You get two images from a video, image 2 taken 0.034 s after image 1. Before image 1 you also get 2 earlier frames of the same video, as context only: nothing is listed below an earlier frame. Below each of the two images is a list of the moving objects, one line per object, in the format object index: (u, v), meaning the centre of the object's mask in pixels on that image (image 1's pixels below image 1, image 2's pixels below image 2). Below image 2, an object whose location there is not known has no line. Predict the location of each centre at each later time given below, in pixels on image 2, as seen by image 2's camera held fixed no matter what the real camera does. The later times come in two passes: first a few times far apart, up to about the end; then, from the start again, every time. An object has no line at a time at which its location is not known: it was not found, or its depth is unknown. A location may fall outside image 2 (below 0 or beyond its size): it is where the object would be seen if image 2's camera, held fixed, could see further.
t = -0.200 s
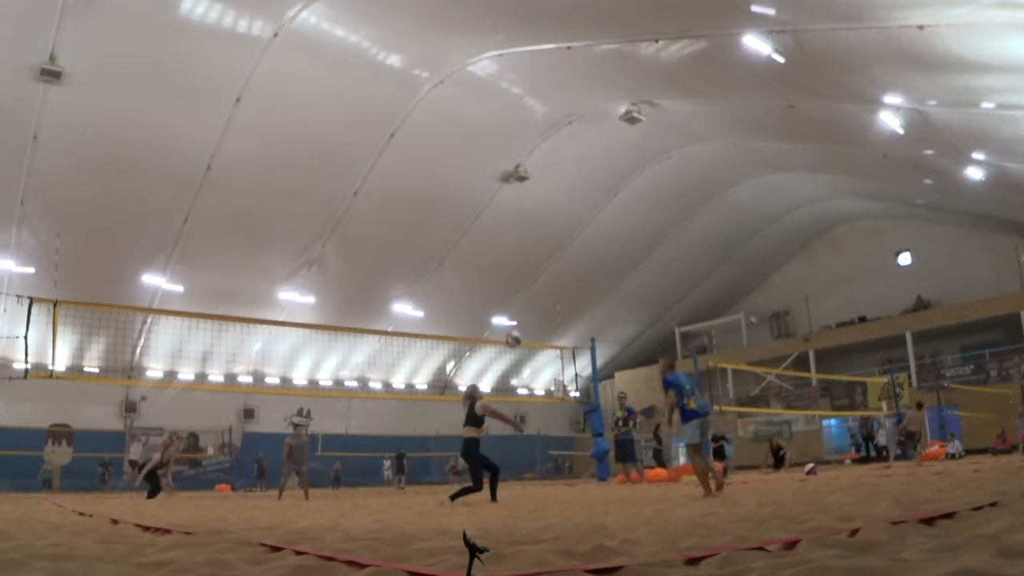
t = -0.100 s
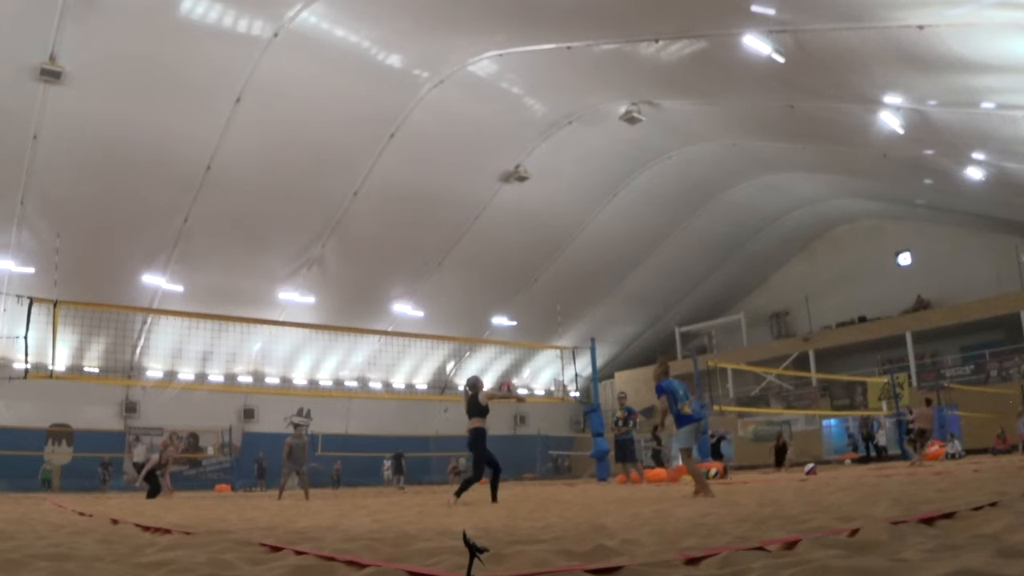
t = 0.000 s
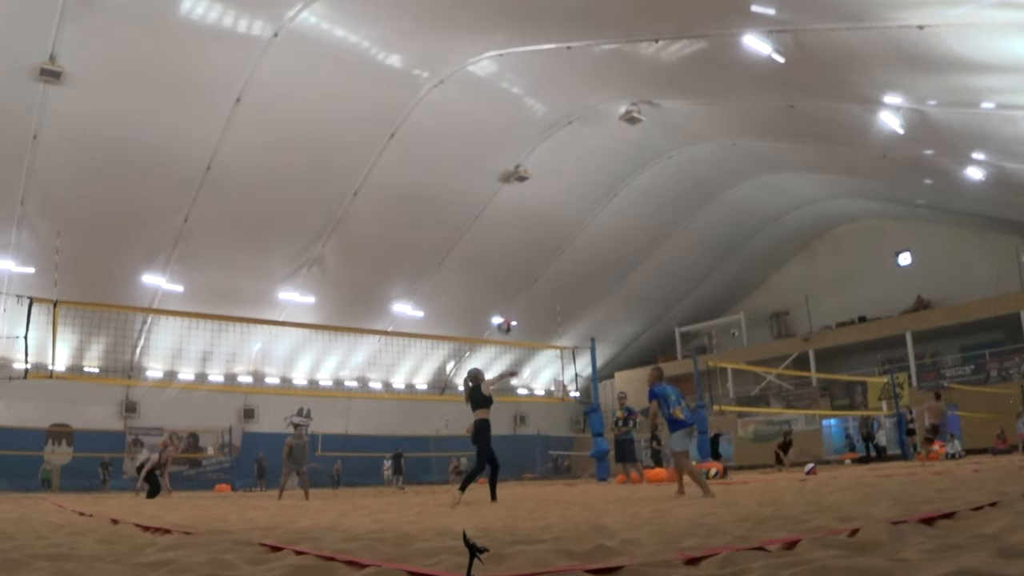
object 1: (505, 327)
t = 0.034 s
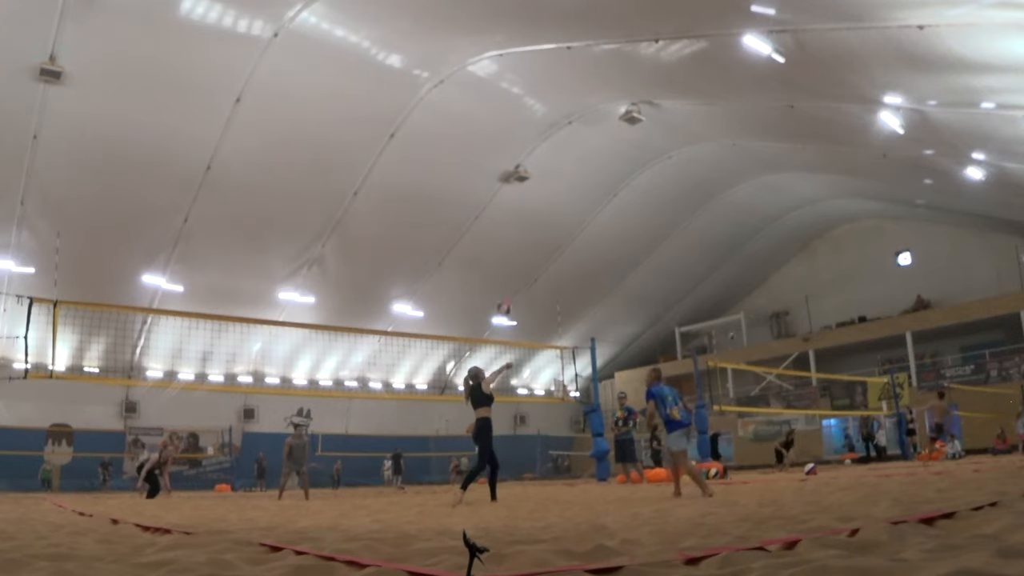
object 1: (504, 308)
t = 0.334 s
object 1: (501, 195)
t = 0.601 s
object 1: (500, 156)
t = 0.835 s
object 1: (503, 160)
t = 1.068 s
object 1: (507, 196)
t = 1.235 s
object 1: (511, 242)
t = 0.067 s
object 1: (504, 292)
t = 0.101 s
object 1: (503, 276)
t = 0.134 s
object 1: (503, 262)
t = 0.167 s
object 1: (503, 248)
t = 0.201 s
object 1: (502, 236)
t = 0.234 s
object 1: (502, 224)
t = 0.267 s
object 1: (502, 213)
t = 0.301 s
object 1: (502, 204)
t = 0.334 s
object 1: (501, 195)
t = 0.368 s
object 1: (501, 188)
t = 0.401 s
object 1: (501, 180)
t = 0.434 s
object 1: (502, 174)
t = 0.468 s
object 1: (501, 169)
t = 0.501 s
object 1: (501, 165)
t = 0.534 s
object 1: (501, 161)
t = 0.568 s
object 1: (501, 157)
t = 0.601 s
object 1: (500, 156)
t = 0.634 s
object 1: (501, 154)
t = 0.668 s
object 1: (501, 154)
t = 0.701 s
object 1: (501, 153)
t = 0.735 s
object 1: (501, 154)
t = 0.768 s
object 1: (502, 155)
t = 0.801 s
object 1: (503, 157)
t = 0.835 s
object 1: (503, 160)
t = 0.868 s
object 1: (503, 163)
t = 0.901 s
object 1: (503, 167)
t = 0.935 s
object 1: (504, 171)
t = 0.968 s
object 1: (504, 176)
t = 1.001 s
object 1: (505, 182)
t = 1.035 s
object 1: (506, 189)
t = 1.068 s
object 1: (507, 196)
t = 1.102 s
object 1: (508, 204)
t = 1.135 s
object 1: (509, 212)
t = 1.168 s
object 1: (509, 222)
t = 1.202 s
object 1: (510, 232)
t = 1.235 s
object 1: (511, 242)
